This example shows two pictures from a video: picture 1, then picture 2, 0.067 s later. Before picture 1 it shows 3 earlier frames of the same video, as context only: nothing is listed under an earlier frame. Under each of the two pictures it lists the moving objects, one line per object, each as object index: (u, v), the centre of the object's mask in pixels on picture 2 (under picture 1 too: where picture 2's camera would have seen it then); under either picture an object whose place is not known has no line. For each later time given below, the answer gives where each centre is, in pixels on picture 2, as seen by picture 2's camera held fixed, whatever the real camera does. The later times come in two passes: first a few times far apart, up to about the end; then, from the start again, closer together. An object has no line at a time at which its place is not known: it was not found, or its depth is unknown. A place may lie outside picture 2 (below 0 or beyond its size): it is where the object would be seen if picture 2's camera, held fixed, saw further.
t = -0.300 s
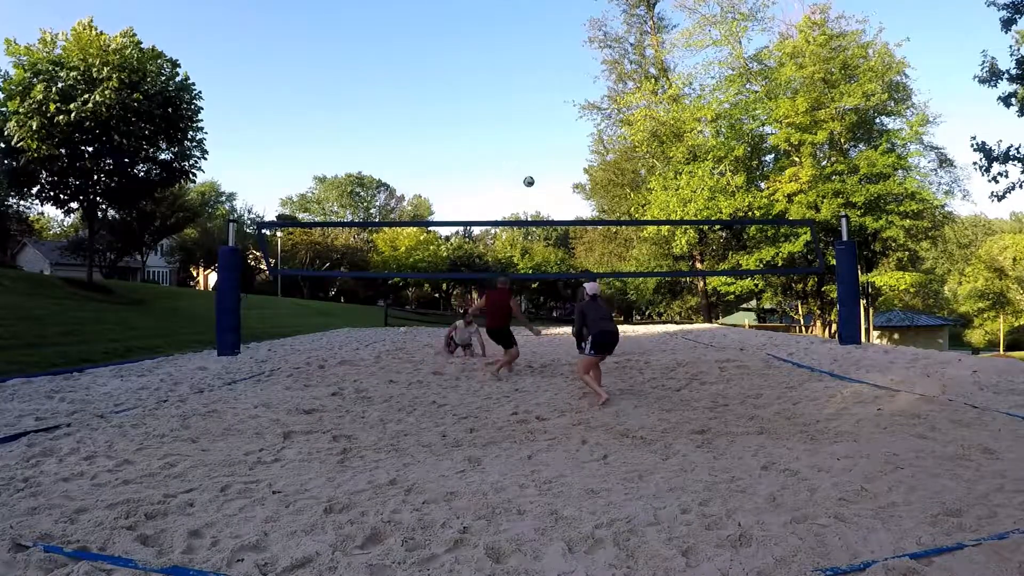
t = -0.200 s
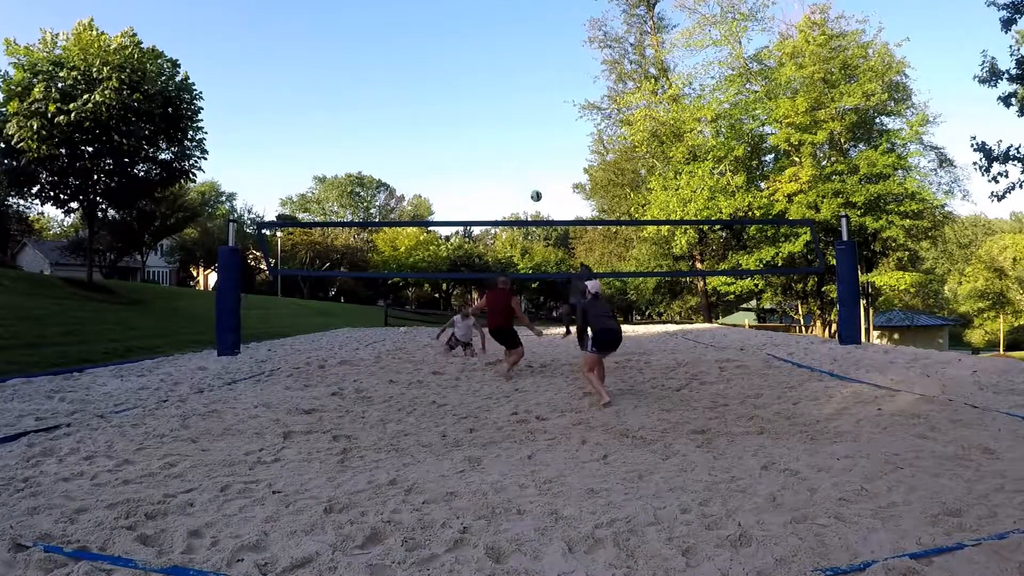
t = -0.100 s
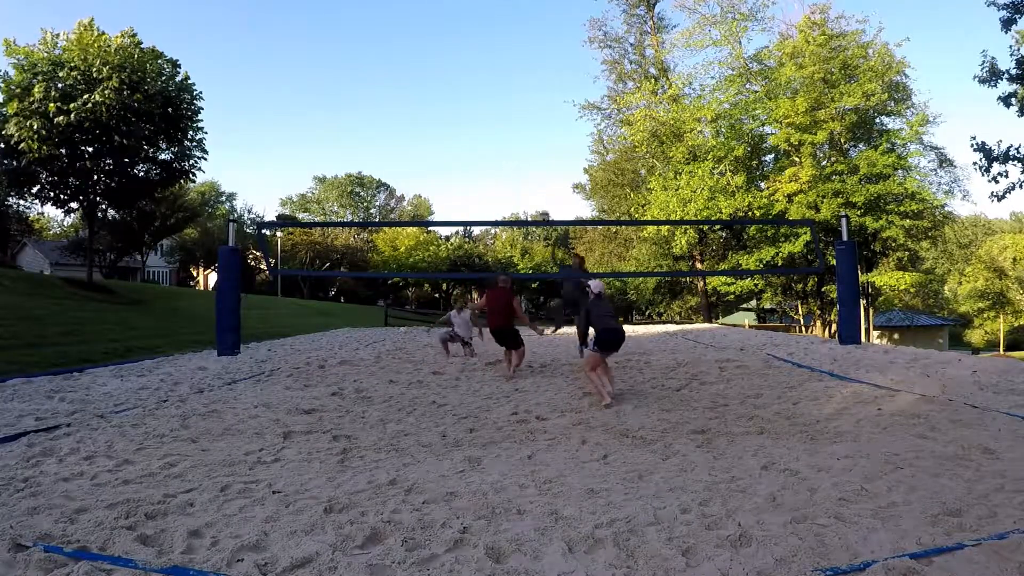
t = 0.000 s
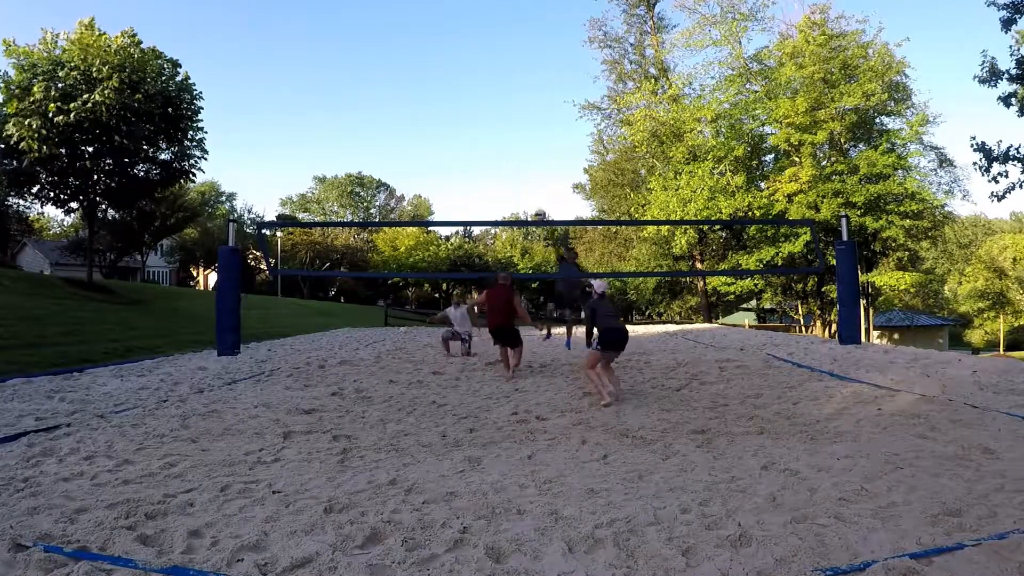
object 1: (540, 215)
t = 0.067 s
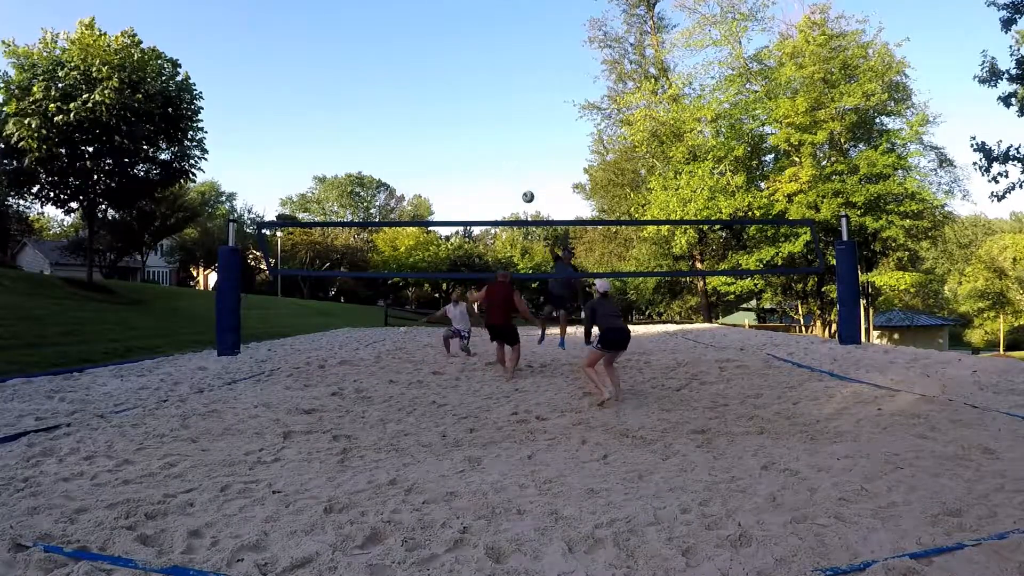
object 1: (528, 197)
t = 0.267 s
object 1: (488, 152)
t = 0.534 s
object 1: (424, 123)
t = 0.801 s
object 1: (338, 145)
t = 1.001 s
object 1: (255, 221)
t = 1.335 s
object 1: (104, 407)
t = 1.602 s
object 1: (38, 330)
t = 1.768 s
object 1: (7, 331)
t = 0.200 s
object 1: (502, 166)
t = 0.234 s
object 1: (495, 159)
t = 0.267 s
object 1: (488, 152)
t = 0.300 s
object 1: (481, 146)
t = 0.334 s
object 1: (474, 141)
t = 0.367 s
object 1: (466, 137)
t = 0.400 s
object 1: (458, 132)
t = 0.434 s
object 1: (450, 129)
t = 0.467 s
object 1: (442, 126)
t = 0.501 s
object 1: (433, 123)
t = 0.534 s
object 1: (424, 123)
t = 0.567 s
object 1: (415, 122)
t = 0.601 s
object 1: (405, 122)
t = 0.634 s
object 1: (395, 124)
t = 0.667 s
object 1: (385, 126)
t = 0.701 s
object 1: (374, 129)
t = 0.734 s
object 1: (362, 133)
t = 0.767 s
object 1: (351, 139)
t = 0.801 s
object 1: (338, 145)
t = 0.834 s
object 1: (326, 154)
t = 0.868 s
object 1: (313, 164)
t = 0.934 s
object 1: (285, 188)
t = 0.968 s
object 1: (271, 204)
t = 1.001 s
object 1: (255, 221)
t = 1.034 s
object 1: (240, 241)
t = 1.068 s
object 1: (224, 261)
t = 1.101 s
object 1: (207, 286)
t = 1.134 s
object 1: (190, 314)
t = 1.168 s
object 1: (172, 344)
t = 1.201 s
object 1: (155, 376)
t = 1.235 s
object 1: (137, 412)
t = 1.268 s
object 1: (122, 438)
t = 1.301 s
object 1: (113, 421)
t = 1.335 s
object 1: (104, 407)
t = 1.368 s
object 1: (95, 390)
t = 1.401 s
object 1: (87, 379)
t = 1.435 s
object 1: (78, 365)
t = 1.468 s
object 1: (70, 357)
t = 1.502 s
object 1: (62, 348)
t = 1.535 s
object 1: (54, 341)
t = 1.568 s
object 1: (47, 335)
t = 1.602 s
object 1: (38, 330)
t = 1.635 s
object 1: (30, 327)
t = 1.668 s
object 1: (22, 326)
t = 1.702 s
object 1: (15, 326)
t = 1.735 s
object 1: (11, 328)
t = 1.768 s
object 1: (7, 331)
